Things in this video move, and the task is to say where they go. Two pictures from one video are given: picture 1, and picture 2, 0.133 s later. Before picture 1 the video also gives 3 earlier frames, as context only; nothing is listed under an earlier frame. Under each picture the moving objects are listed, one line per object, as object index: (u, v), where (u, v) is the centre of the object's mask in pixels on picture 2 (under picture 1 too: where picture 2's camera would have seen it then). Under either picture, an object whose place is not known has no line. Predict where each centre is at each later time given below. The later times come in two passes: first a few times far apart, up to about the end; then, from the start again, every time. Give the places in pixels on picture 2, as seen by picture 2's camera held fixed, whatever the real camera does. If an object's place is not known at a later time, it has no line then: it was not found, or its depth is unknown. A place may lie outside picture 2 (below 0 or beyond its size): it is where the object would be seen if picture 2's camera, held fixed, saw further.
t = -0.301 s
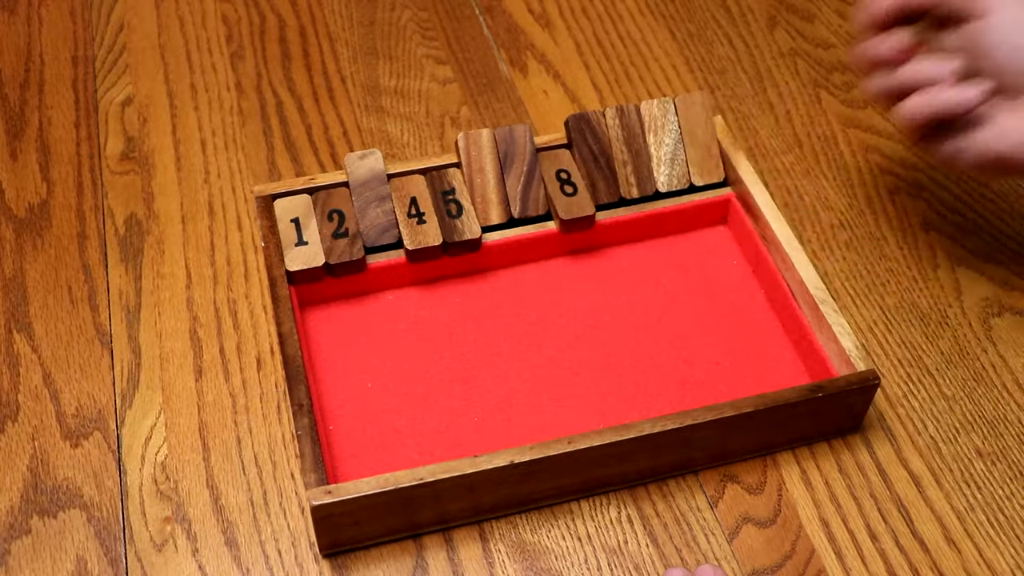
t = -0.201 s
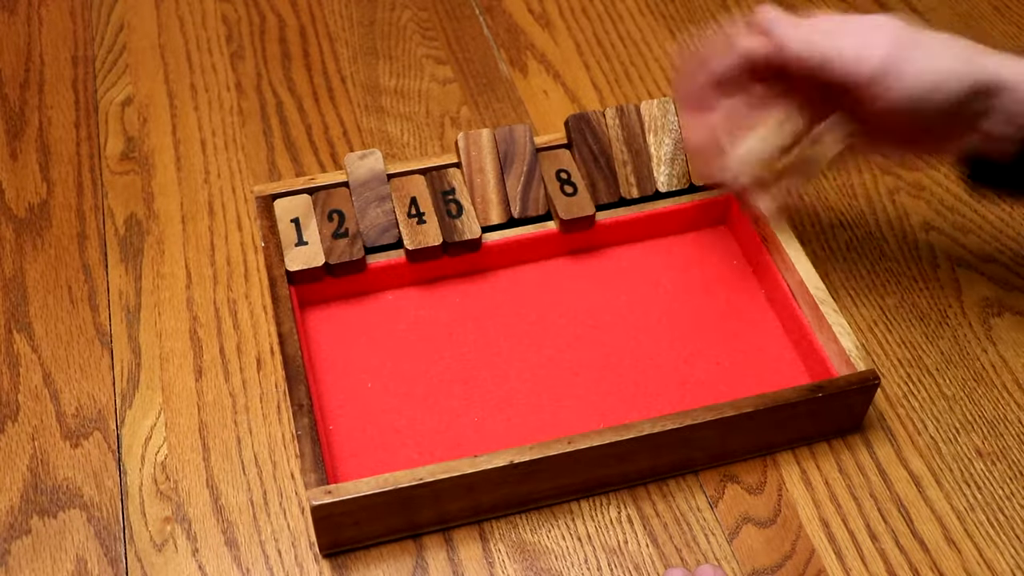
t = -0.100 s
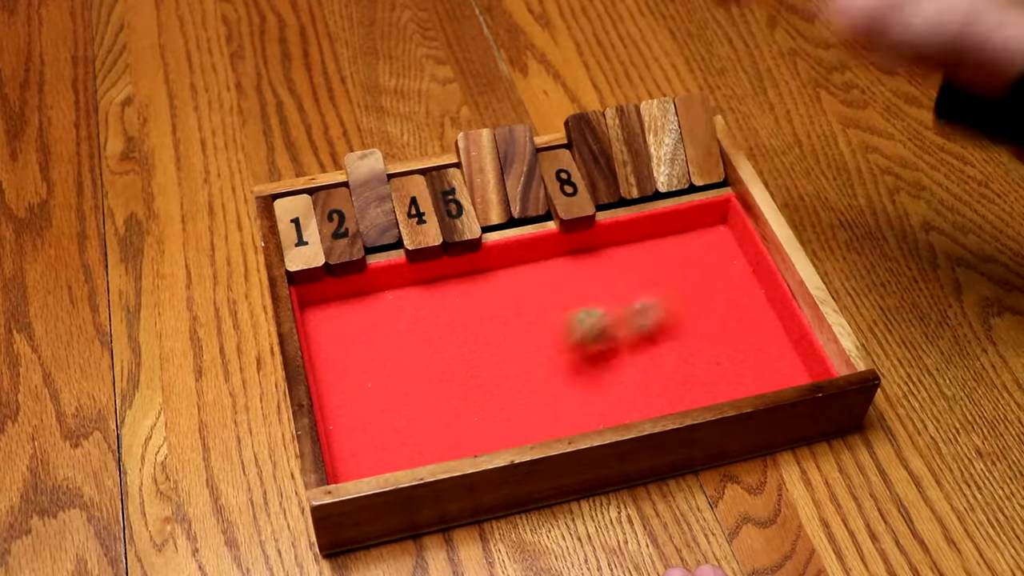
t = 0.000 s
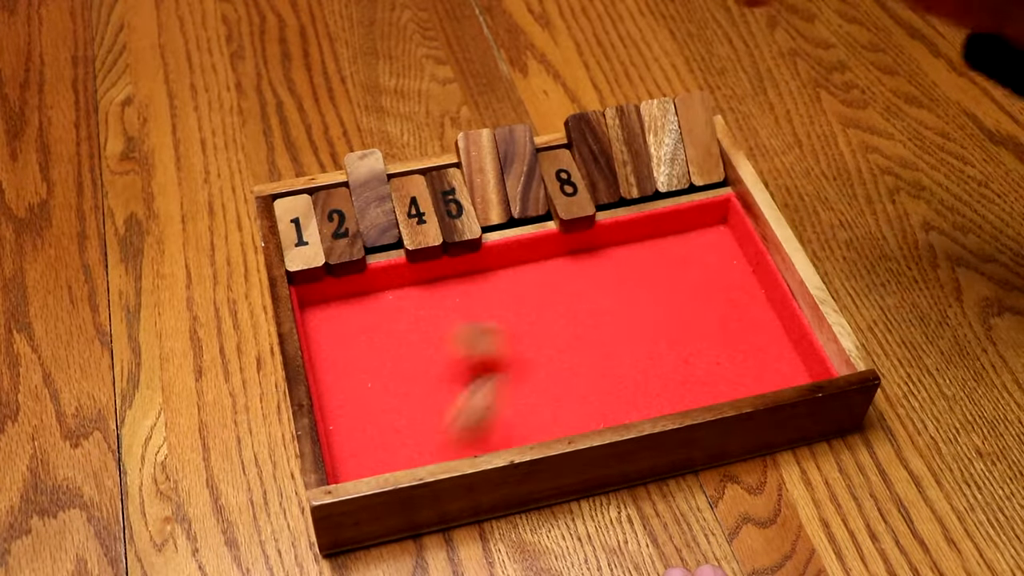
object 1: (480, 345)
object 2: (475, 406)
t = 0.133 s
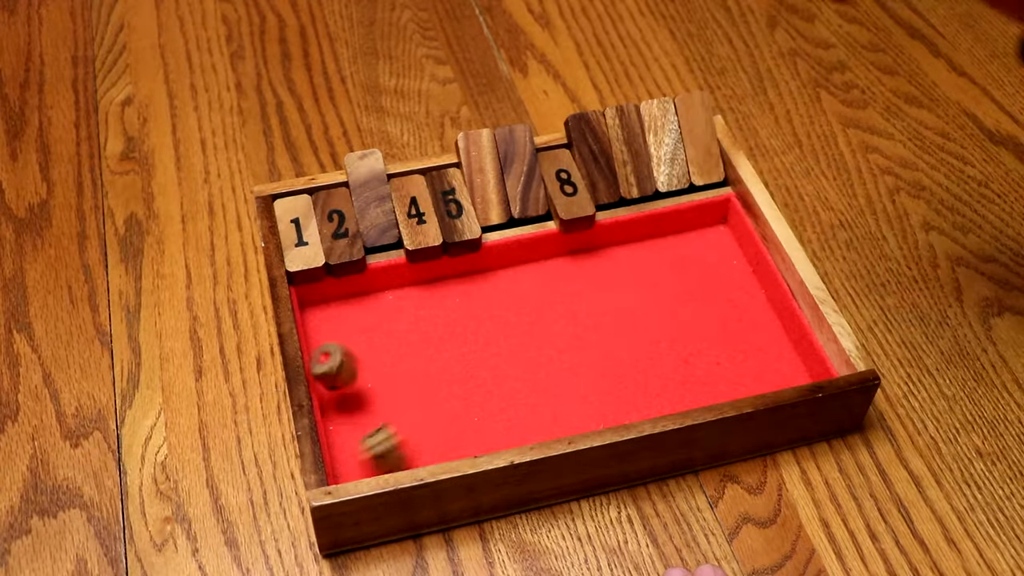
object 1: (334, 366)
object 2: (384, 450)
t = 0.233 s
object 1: (370, 402)
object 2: (439, 441)
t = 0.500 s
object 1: (415, 414)
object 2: (451, 440)
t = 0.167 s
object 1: (342, 372)
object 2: (404, 444)
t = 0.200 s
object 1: (354, 391)
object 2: (423, 442)
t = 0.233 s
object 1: (370, 402)
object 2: (439, 441)
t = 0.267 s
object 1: (385, 408)
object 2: (447, 440)
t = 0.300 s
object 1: (402, 412)
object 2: (447, 440)
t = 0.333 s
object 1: (412, 412)
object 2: (449, 440)
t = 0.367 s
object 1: (416, 414)
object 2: (451, 441)
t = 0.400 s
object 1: (416, 414)
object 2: (451, 441)
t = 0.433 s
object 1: (415, 414)
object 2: (451, 441)
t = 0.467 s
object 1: (415, 414)
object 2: (451, 440)
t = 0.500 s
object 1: (415, 414)
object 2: (451, 440)
